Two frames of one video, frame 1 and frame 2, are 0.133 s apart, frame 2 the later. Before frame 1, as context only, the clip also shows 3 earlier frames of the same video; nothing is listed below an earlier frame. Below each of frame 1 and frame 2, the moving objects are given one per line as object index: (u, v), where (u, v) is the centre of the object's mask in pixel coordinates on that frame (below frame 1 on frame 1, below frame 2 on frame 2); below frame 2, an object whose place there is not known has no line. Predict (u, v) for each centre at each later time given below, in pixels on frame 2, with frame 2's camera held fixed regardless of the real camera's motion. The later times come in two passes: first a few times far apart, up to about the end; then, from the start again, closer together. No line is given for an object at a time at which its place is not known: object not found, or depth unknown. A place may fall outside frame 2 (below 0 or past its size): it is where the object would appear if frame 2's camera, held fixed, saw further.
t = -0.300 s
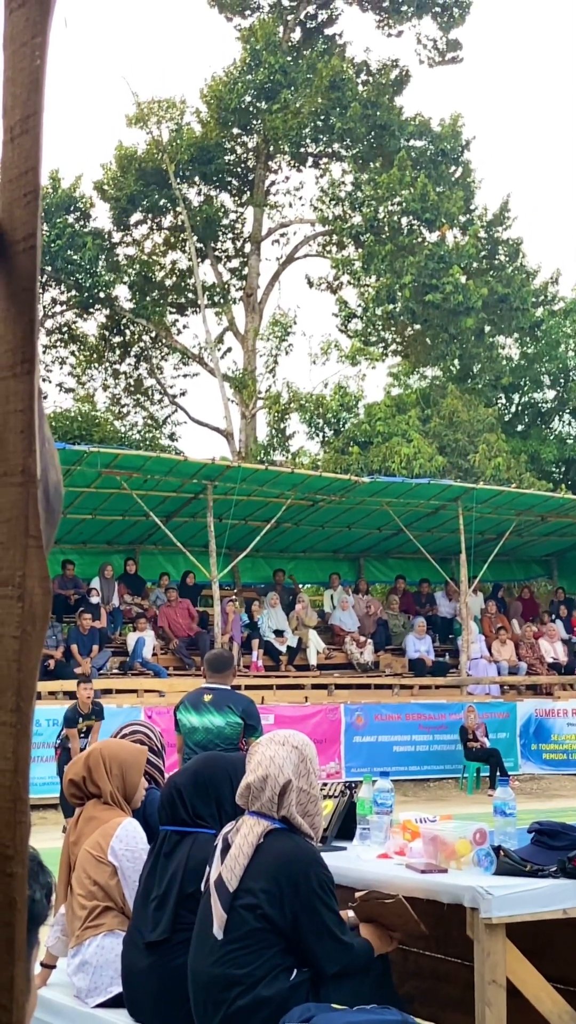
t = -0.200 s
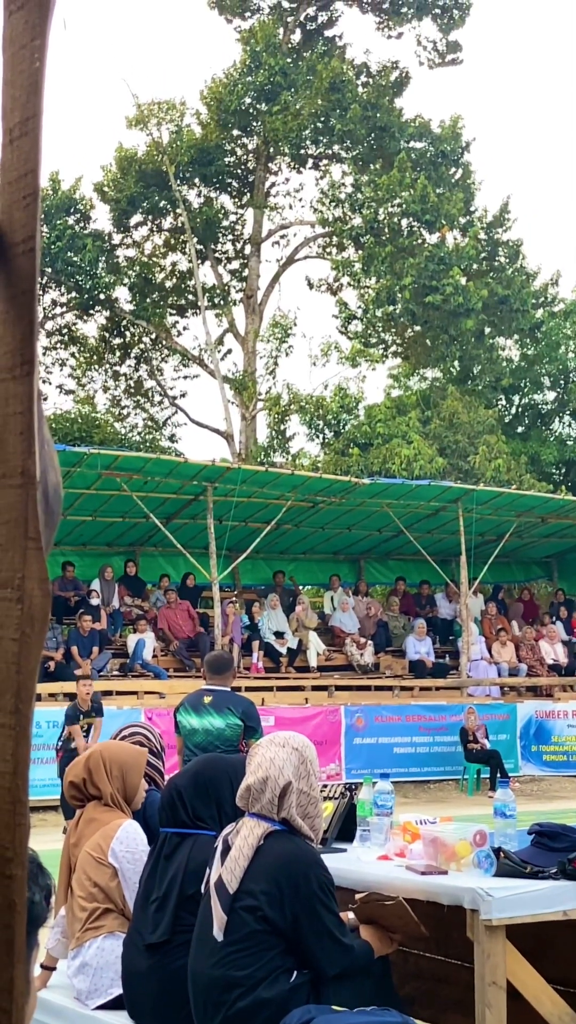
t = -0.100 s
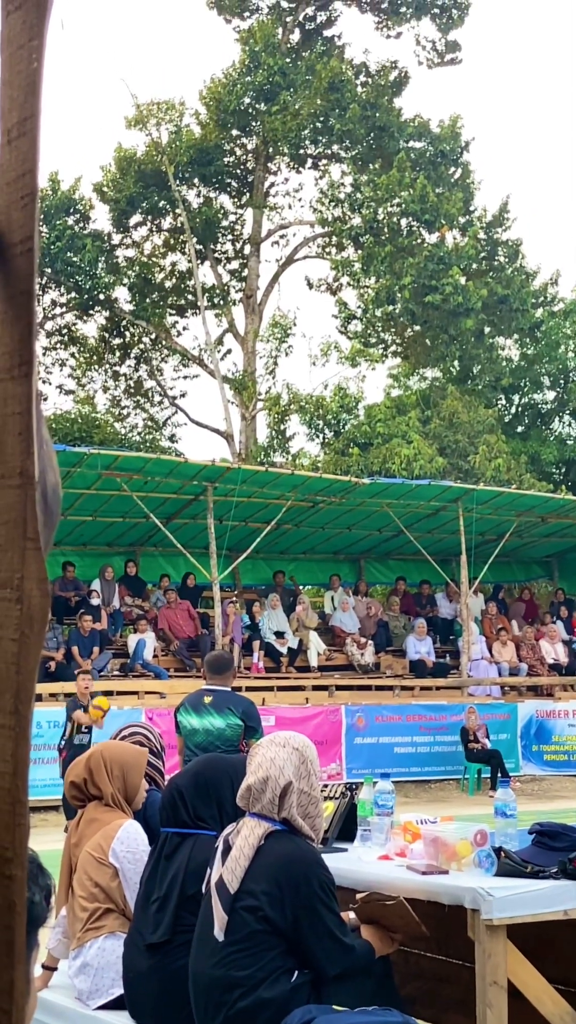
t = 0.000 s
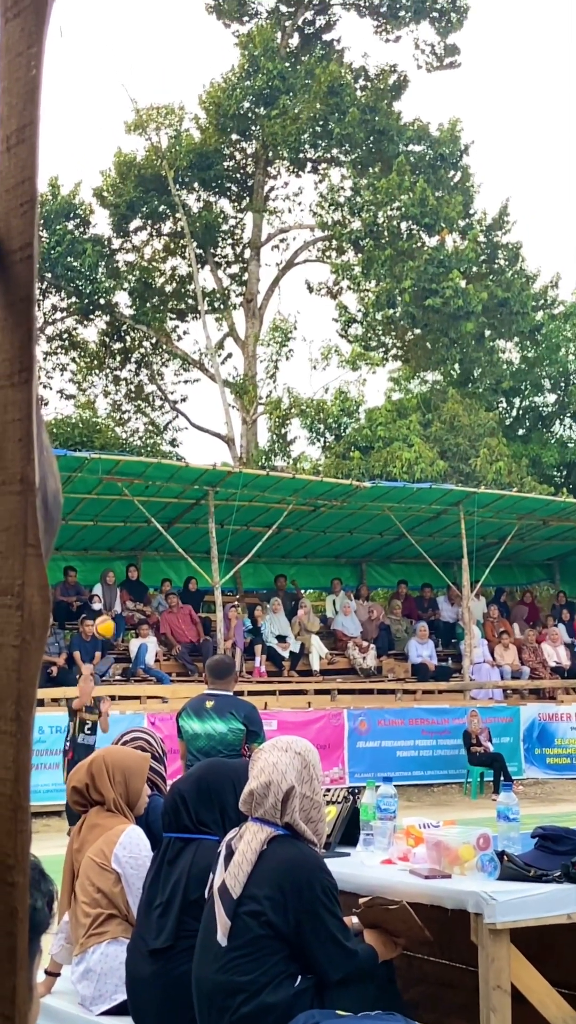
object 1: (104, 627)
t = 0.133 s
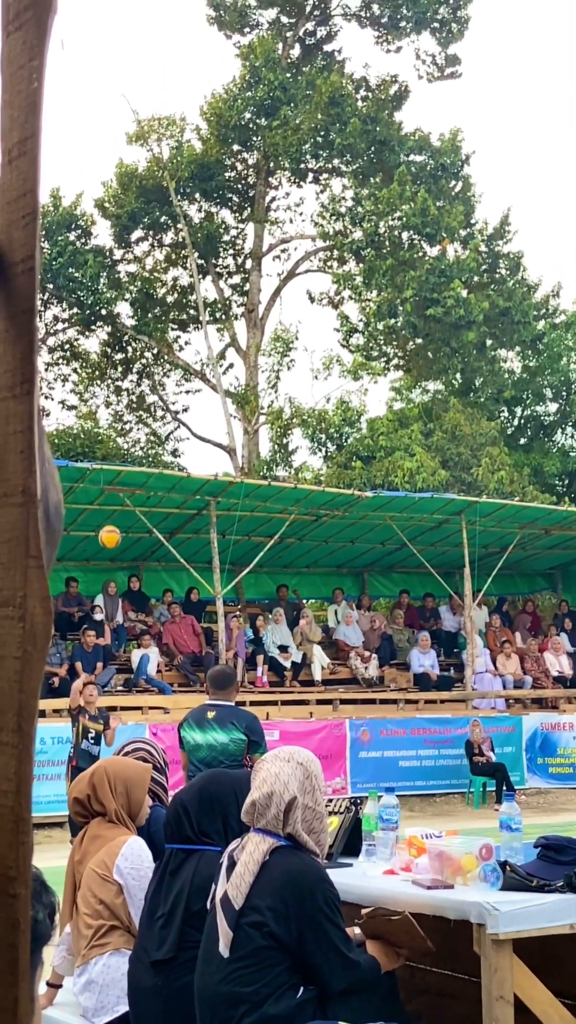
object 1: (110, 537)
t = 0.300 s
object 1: (114, 439)
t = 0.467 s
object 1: (121, 370)
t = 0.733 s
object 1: (135, 315)
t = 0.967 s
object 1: (145, 324)
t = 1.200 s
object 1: (156, 385)
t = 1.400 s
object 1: (166, 482)
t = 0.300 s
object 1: (114, 439)
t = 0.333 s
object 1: (117, 423)
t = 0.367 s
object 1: (118, 408)
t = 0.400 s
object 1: (119, 394)
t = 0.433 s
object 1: (120, 381)
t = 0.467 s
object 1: (121, 370)
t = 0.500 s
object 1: (123, 359)
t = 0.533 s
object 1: (124, 350)
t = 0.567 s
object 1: (126, 342)
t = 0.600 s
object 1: (127, 334)
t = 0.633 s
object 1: (129, 327)
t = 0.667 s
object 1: (130, 323)
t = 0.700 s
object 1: (132, 318)
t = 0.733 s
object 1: (135, 315)
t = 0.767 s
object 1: (136, 313)
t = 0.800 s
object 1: (137, 312)
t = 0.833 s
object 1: (139, 313)
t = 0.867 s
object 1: (141, 313)
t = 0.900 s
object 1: (141, 316)
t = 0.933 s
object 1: (144, 319)
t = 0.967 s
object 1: (145, 324)
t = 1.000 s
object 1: (147, 329)
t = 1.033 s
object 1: (148, 336)
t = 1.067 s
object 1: (150, 344)
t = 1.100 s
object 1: (151, 353)
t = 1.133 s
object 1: (152, 362)
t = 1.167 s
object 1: (154, 373)
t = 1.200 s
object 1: (156, 385)
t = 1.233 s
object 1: (158, 399)
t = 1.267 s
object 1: (160, 413)
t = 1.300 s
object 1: (162, 428)
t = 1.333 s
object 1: (163, 445)
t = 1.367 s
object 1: (165, 463)
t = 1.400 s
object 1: (166, 482)
